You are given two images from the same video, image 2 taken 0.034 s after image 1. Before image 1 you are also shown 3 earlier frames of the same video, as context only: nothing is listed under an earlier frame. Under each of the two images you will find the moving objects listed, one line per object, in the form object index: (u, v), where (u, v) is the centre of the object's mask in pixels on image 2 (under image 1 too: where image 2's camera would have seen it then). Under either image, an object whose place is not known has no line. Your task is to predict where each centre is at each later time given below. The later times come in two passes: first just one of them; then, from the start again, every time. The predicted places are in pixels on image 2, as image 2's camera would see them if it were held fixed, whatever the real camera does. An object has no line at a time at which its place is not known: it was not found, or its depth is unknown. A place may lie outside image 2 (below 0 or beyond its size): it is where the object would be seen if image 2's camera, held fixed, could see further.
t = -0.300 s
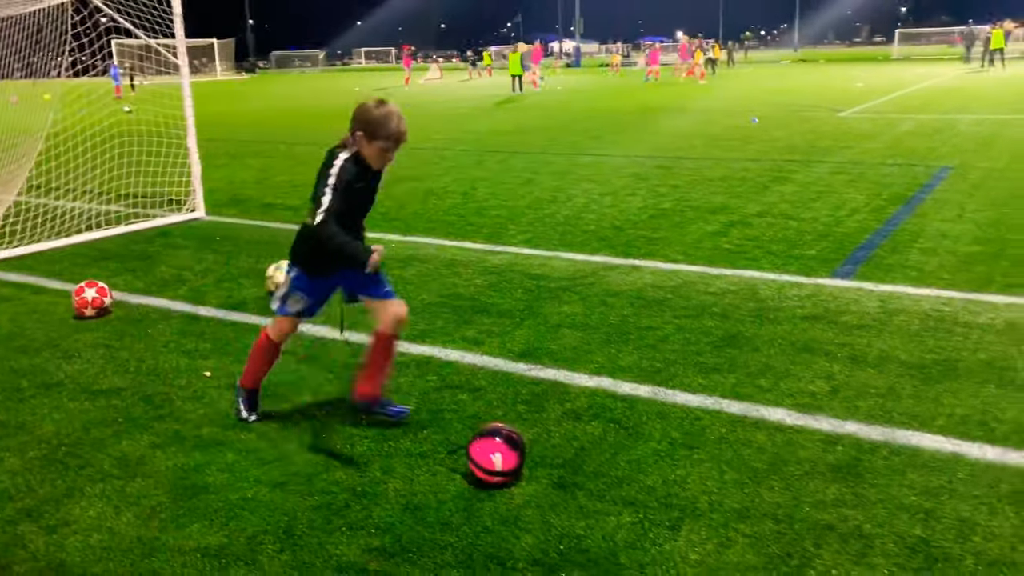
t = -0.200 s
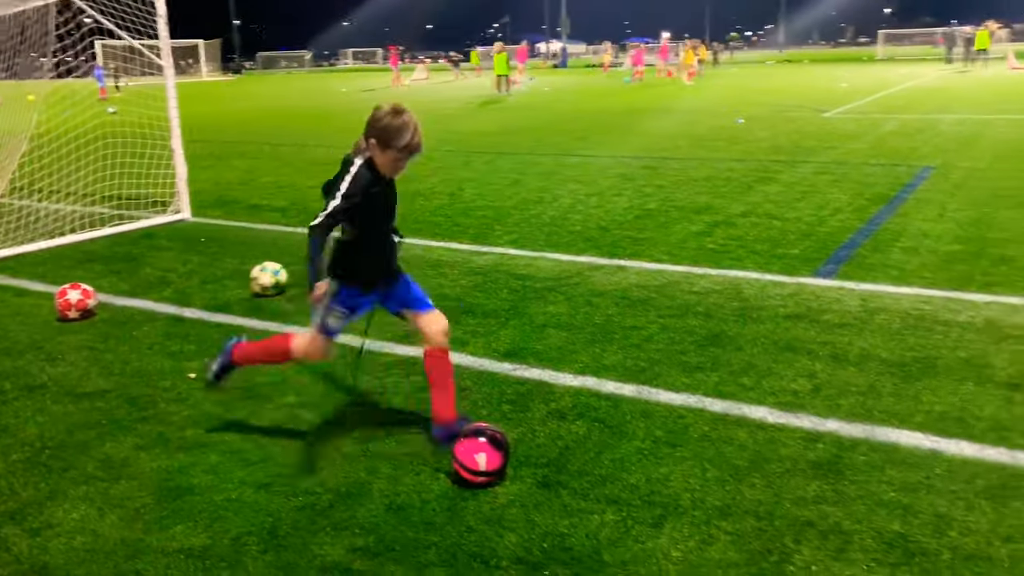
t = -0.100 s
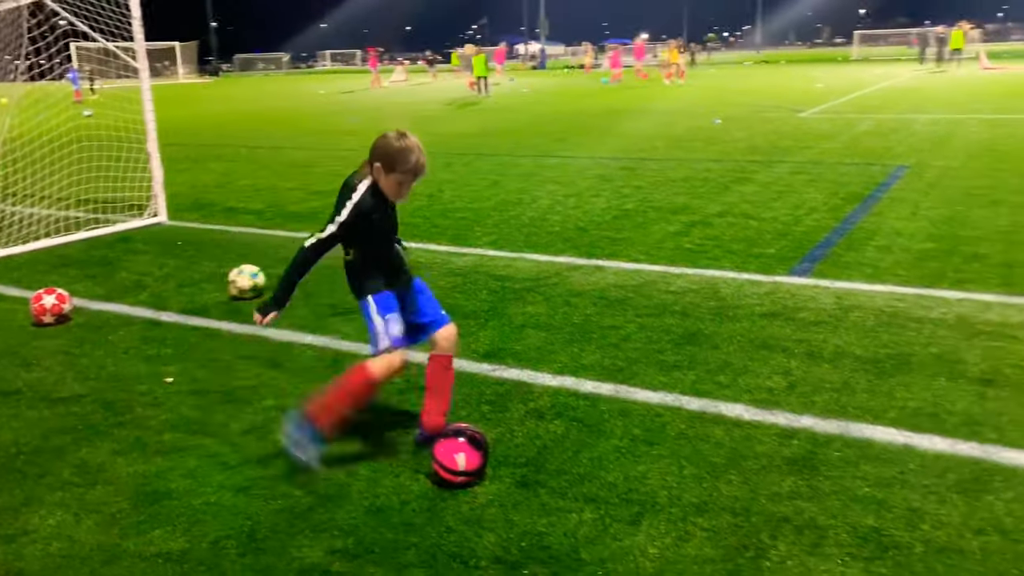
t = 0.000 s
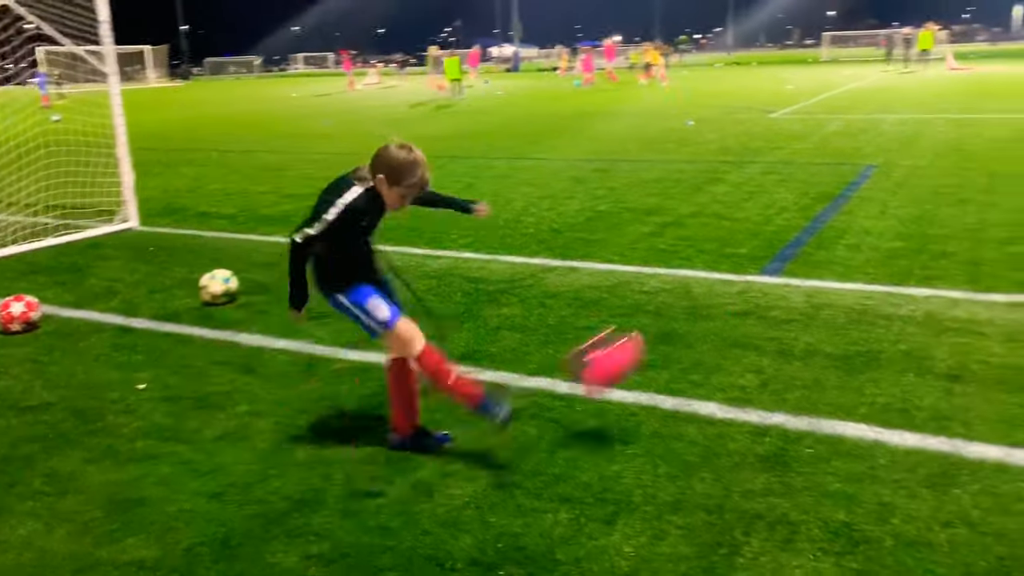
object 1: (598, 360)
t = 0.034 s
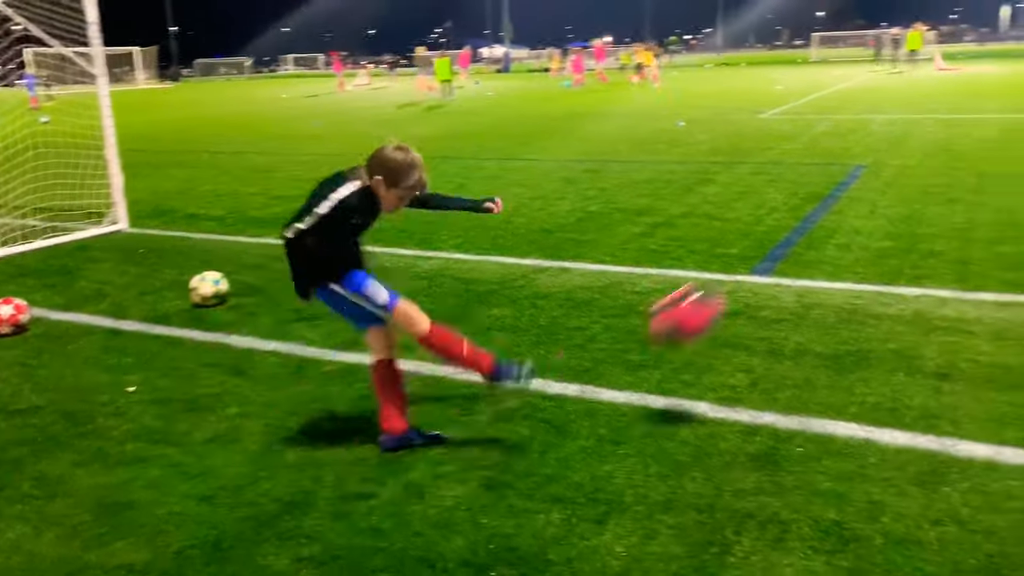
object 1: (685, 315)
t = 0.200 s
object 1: (1013, 160)
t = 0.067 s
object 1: (767, 270)
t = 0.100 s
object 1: (842, 233)
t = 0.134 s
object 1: (908, 204)
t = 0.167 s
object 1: (967, 179)
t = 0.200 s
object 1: (1013, 160)
